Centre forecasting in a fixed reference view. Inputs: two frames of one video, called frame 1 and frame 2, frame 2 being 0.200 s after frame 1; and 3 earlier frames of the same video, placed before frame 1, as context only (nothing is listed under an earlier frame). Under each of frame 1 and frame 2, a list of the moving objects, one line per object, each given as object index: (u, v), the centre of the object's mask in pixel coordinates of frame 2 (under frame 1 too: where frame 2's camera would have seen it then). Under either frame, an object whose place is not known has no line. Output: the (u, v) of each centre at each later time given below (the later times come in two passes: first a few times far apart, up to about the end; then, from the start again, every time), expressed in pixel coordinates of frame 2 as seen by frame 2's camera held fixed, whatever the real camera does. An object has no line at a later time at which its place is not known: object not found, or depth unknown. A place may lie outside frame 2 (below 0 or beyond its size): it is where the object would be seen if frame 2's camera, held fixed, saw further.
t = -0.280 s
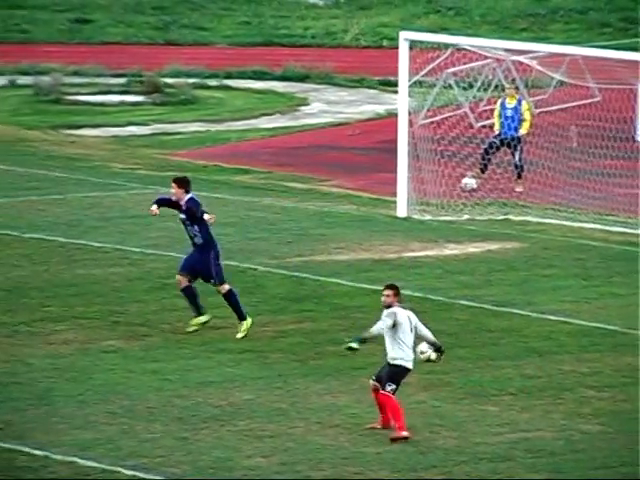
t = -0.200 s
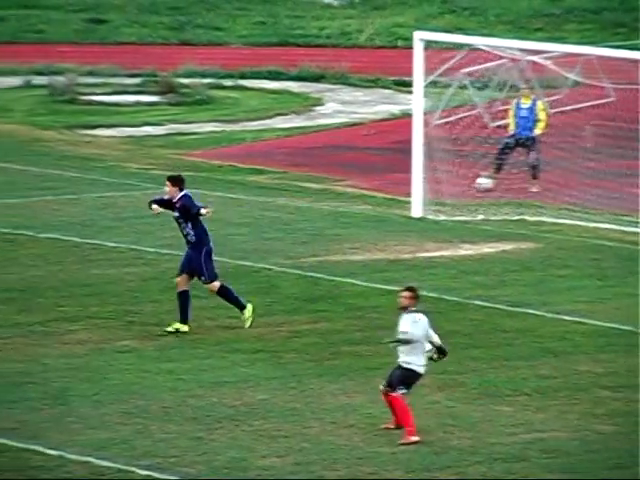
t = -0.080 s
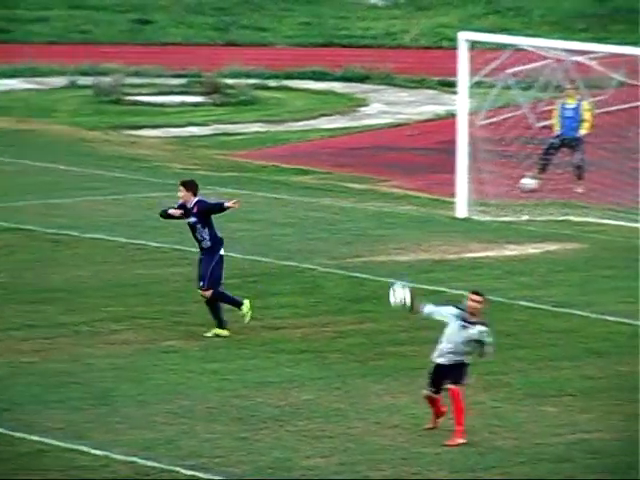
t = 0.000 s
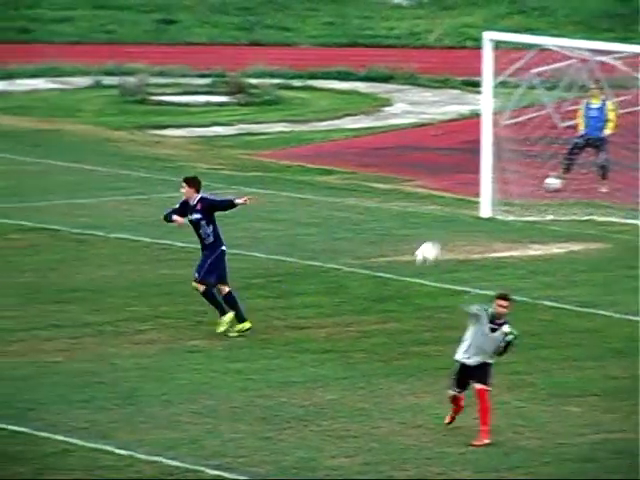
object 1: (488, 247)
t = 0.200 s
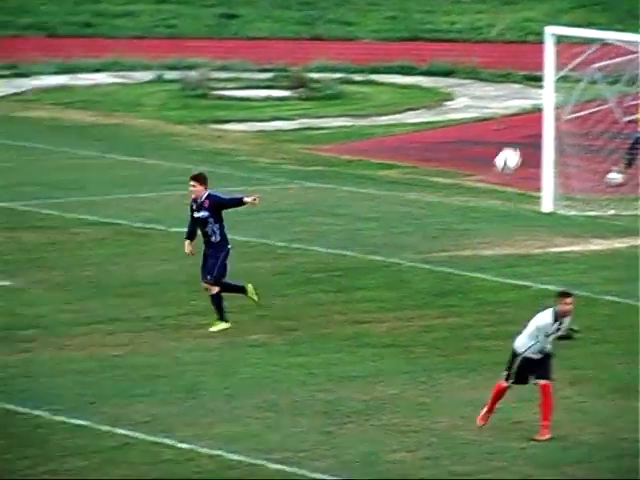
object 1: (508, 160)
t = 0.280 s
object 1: (509, 133)
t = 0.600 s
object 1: (499, 79)
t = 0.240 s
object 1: (509, 145)
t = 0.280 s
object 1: (509, 133)
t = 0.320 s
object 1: (510, 120)
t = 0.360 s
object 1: (510, 111)
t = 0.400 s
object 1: (508, 102)
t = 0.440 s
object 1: (508, 95)
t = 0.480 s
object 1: (508, 88)
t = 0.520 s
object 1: (505, 84)
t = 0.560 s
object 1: (502, 81)
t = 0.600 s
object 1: (499, 79)
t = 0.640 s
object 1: (495, 79)
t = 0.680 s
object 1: (491, 80)
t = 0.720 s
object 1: (487, 84)
